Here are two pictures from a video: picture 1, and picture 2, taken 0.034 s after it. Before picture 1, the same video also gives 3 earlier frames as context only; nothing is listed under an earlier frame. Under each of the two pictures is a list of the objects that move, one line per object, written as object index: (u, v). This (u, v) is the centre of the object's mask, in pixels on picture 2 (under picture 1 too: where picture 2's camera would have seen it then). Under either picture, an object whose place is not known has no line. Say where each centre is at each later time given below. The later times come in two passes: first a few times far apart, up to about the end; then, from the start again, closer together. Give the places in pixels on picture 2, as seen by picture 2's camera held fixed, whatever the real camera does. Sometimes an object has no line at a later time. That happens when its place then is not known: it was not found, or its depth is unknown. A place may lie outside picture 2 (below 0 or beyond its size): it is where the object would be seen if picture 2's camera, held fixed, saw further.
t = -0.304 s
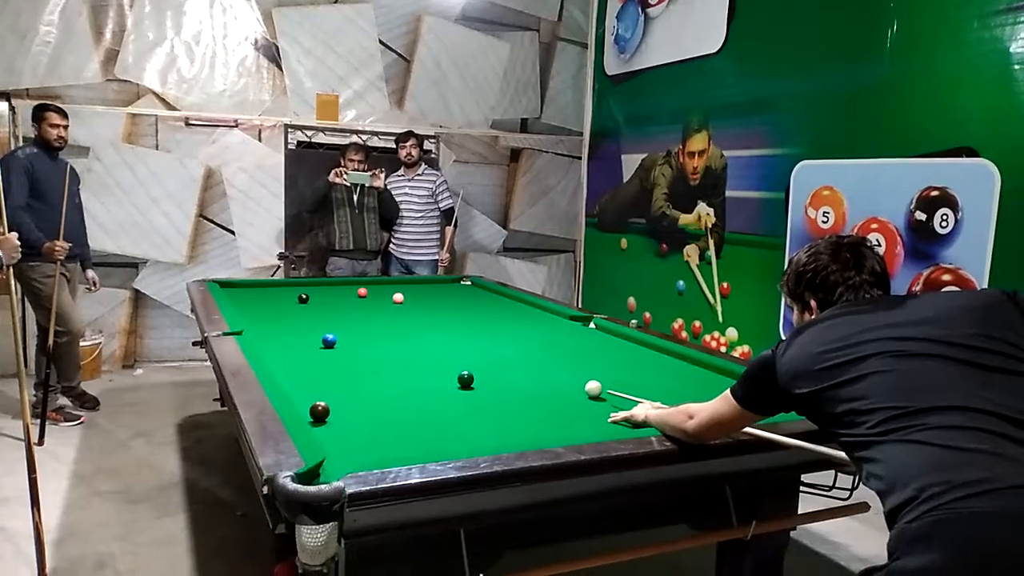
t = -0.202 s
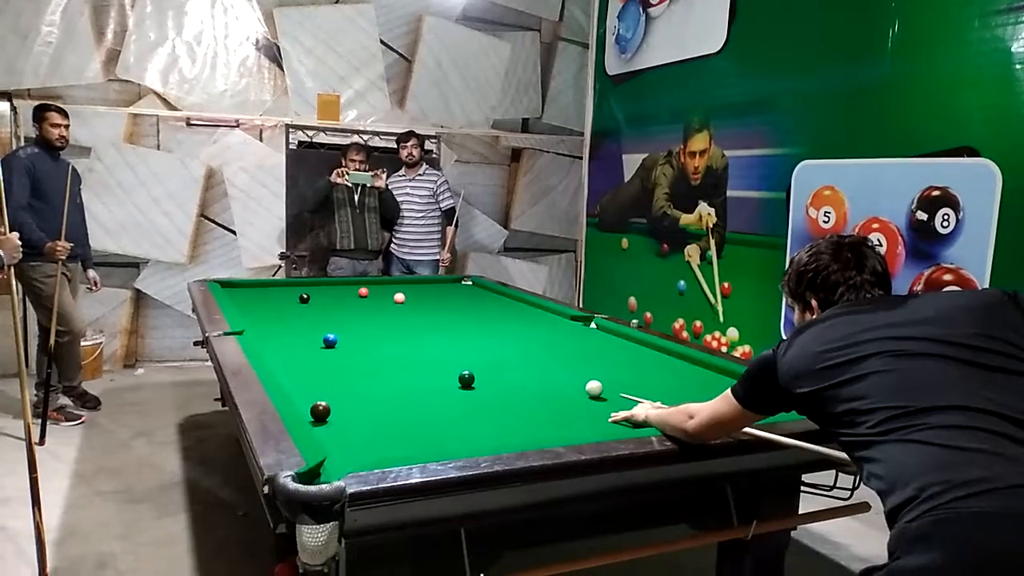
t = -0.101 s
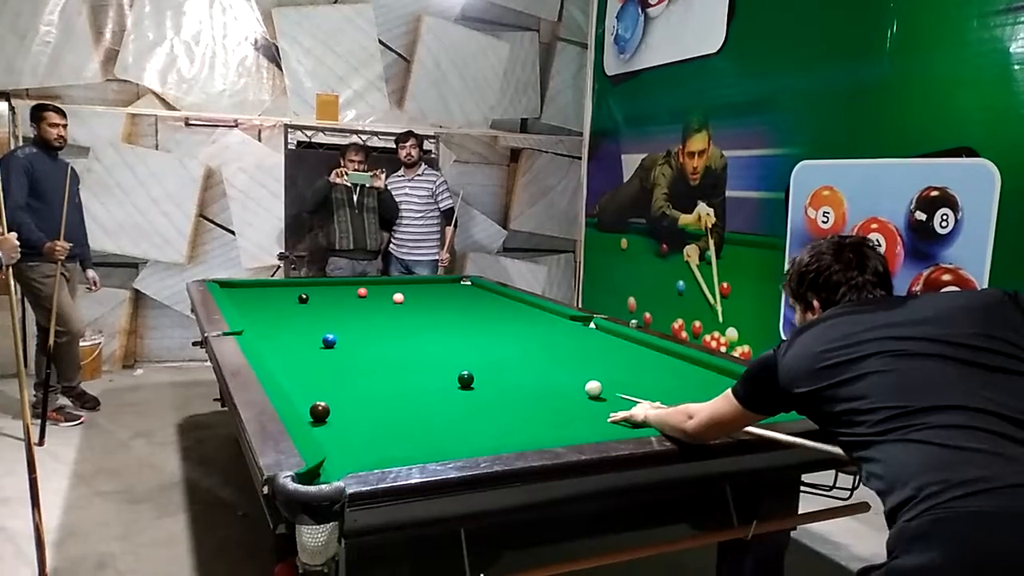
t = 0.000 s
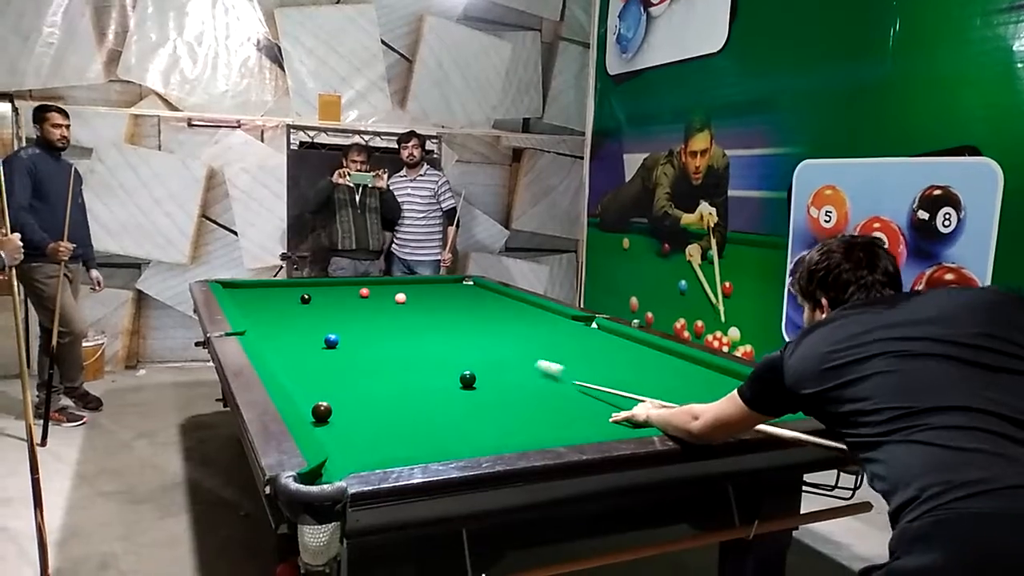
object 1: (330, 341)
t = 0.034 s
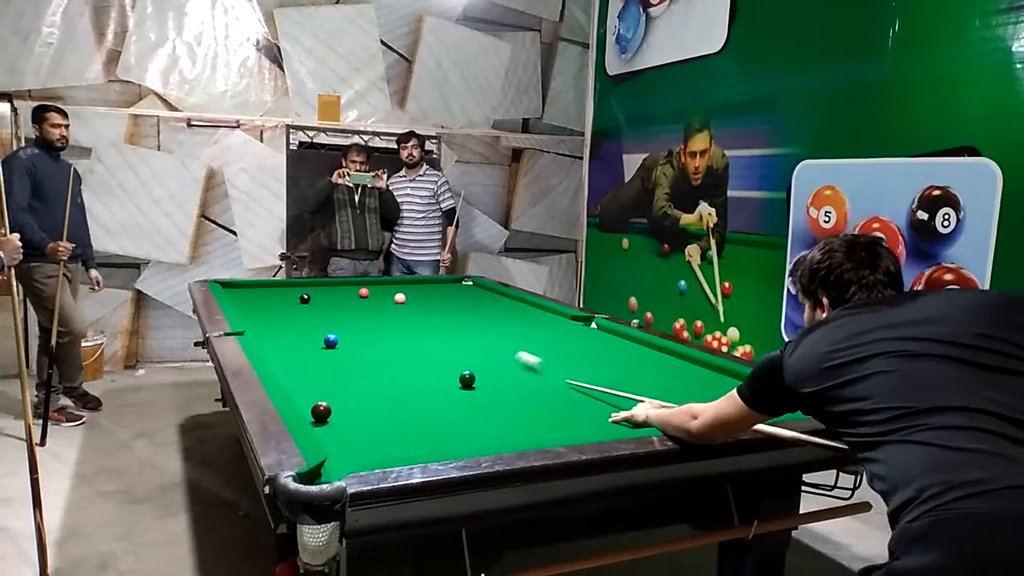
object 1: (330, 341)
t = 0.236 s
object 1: (330, 341)
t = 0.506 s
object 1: (330, 341)
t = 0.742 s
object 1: (330, 341)
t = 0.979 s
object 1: (331, 341)
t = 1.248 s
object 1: (330, 341)
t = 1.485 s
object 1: (331, 341)
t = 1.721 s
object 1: (354, 352)
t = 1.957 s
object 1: (383, 366)
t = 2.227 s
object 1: (420, 384)
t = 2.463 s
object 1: (455, 401)
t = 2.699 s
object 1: (494, 421)
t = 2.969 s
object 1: (534, 435)
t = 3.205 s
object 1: (518, 423)
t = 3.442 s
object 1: (504, 409)
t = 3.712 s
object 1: (491, 396)
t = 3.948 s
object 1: (482, 386)
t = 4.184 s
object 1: (481, 381)
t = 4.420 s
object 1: (485, 379)
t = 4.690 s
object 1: (488, 376)
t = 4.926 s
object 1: (490, 375)
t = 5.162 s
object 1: (490, 375)
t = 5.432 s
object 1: (490, 374)
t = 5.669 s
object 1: (490, 375)
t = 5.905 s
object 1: (491, 375)
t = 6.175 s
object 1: (490, 375)
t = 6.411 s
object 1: (491, 375)
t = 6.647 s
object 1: (491, 374)
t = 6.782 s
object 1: (494, 374)
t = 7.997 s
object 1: (491, 374)
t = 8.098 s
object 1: (491, 374)
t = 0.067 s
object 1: (330, 341)
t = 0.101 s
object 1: (330, 340)
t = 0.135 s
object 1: (330, 341)
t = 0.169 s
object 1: (330, 341)
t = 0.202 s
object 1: (330, 341)
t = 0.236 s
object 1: (330, 341)
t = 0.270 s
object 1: (330, 341)
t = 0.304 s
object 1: (330, 341)
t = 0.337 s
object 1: (330, 341)
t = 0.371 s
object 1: (330, 341)
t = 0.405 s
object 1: (330, 341)
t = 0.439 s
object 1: (330, 341)
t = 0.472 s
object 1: (330, 341)
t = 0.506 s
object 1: (330, 341)
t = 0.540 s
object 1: (330, 341)
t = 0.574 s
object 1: (330, 341)
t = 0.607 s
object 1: (330, 341)
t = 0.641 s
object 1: (330, 341)
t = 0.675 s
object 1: (330, 341)
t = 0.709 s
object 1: (330, 341)
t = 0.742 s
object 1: (330, 341)
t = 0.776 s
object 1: (330, 341)
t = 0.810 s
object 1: (331, 341)
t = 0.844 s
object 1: (330, 341)
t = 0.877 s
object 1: (330, 341)
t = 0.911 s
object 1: (331, 341)
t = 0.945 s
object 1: (330, 341)
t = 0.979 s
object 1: (331, 341)
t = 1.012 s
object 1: (331, 341)
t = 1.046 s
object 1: (330, 341)
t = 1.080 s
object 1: (330, 341)
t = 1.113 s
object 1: (331, 341)
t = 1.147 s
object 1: (330, 341)
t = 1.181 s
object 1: (330, 341)
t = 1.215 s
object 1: (331, 341)
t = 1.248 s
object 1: (330, 341)
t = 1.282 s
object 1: (331, 341)
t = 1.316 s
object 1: (331, 341)
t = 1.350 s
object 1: (330, 341)
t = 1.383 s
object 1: (330, 341)
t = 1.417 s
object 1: (330, 341)
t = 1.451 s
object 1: (330, 341)
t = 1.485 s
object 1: (331, 341)
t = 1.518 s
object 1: (330, 341)
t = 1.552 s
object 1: (333, 342)
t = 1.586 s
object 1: (338, 344)
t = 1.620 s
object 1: (342, 346)
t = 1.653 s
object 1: (347, 348)
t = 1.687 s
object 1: (350, 350)
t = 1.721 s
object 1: (354, 352)
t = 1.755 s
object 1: (358, 354)
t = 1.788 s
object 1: (362, 356)
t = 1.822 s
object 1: (367, 358)
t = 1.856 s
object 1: (371, 360)
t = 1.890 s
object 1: (375, 362)
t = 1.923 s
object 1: (379, 364)
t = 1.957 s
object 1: (383, 366)
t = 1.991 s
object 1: (388, 368)
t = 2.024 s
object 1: (392, 370)
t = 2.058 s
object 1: (397, 373)
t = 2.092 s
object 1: (401, 374)
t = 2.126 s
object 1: (406, 377)
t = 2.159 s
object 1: (411, 379)
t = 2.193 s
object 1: (415, 381)
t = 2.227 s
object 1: (420, 384)
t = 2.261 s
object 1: (425, 386)
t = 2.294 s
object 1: (430, 388)
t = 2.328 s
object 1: (435, 391)
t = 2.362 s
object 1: (440, 394)
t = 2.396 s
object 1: (445, 396)
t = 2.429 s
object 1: (450, 399)
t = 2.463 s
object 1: (455, 401)
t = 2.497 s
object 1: (461, 404)
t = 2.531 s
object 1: (466, 407)
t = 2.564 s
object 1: (471, 409)
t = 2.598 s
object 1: (477, 413)
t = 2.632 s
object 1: (482, 415)
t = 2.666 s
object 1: (489, 418)
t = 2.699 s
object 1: (494, 421)
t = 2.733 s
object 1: (500, 424)
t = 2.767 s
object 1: (506, 427)
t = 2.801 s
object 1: (512, 430)
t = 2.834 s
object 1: (518, 432)
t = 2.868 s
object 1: (525, 434)
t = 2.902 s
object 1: (531, 435)
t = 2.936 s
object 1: (536, 436)
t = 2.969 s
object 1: (534, 435)
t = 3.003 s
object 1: (532, 434)
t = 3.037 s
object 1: (529, 433)
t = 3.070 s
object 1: (527, 431)
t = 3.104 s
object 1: (525, 430)
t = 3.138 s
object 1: (522, 428)
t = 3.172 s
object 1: (520, 425)
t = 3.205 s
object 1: (518, 423)
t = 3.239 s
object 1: (516, 421)
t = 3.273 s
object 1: (514, 419)
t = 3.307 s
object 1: (512, 417)
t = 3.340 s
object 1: (510, 415)
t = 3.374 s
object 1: (508, 413)
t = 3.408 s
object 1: (506, 411)
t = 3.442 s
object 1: (504, 409)
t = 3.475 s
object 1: (502, 407)
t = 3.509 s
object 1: (500, 406)
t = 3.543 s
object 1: (499, 404)
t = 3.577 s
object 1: (497, 402)
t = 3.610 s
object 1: (496, 401)
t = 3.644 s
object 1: (494, 399)
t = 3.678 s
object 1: (493, 398)
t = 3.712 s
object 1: (491, 396)
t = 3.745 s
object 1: (490, 395)
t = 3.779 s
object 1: (488, 393)
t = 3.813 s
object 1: (487, 392)
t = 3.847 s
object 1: (485, 391)
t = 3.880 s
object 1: (484, 389)
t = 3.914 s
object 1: (483, 388)
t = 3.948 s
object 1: (482, 386)
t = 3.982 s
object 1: (480, 385)
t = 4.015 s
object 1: (479, 384)
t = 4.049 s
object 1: (478, 383)
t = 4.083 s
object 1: (478, 383)
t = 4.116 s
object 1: (479, 382)
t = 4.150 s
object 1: (480, 382)
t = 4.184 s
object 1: (481, 381)
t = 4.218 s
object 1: (481, 381)
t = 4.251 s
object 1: (482, 381)
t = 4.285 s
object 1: (482, 380)
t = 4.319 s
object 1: (483, 380)
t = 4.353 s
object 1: (484, 379)
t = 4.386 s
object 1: (484, 379)
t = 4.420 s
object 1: (485, 379)
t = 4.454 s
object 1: (485, 378)
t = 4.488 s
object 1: (486, 378)
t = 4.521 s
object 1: (486, 378)
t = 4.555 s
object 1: (486, 377)
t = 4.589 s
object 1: (487, 377)
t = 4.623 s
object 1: (487, 377)
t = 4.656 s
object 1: (488, 377)
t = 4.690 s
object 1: (488, 376)
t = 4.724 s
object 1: (488, 376)
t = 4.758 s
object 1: (488, 376)
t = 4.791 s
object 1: (489, 376)
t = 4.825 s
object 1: (489, 376)
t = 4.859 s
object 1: (489, 375)
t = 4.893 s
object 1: (490, 375)
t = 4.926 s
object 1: (490, 375)
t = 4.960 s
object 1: (490, 375)
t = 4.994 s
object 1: (490, 375)
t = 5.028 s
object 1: (490, 375)
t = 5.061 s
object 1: (490, 375)
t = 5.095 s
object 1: (490, 375)
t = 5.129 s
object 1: (490, 374)
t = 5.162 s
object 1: (490, 375)
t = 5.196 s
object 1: (490, 374)
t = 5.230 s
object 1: (490, 374)
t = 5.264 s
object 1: (490, 374)
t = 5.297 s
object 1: (490, 374)
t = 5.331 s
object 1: (490, 374)
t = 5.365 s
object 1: (490, 375)
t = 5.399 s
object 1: (490, 374)
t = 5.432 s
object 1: (490, 374)
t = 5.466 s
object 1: (491, 375)
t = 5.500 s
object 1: (490, 374)
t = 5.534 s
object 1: (490, 375)
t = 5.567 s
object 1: (490, 374)
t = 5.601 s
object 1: (490, 374)
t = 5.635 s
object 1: (490, 375)
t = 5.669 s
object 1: (490, 375)
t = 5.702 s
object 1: (490, 375)
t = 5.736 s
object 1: (490, 375)
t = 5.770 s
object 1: (490, 375)
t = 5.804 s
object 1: (490, 375)
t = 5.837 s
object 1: (490, 375)
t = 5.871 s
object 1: (490, 375)
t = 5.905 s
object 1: (491, 375)
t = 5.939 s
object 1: (490, 375)
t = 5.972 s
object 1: (490, 375)
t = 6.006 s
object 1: (490, 375)
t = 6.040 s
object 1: (490, 375)
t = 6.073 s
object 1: (491, 375)
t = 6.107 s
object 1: (490, 375)
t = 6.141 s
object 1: (490, 375)
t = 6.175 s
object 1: (490, 375)
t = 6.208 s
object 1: (491, 375)
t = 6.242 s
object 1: (490, 375)
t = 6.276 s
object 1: (491, 375)
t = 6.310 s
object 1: (491, 374)
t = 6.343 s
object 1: (491, 374)
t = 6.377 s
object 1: (491, 375)
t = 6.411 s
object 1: (491, 375)
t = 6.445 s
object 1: (491, 375)
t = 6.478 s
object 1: (491, 375)
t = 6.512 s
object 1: (491, 375)
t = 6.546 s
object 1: (491, 375)
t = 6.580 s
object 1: (490, 375)
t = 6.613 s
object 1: (491, 375)
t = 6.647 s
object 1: (491, 374)
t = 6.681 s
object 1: (491, 374)
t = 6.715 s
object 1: (491, 374)
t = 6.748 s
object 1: (491, 375)
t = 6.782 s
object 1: (494, 374)
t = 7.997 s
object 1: (491, 374)
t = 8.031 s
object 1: (491, 374)
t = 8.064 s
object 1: (491, 374)
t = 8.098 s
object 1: (491, 374)
